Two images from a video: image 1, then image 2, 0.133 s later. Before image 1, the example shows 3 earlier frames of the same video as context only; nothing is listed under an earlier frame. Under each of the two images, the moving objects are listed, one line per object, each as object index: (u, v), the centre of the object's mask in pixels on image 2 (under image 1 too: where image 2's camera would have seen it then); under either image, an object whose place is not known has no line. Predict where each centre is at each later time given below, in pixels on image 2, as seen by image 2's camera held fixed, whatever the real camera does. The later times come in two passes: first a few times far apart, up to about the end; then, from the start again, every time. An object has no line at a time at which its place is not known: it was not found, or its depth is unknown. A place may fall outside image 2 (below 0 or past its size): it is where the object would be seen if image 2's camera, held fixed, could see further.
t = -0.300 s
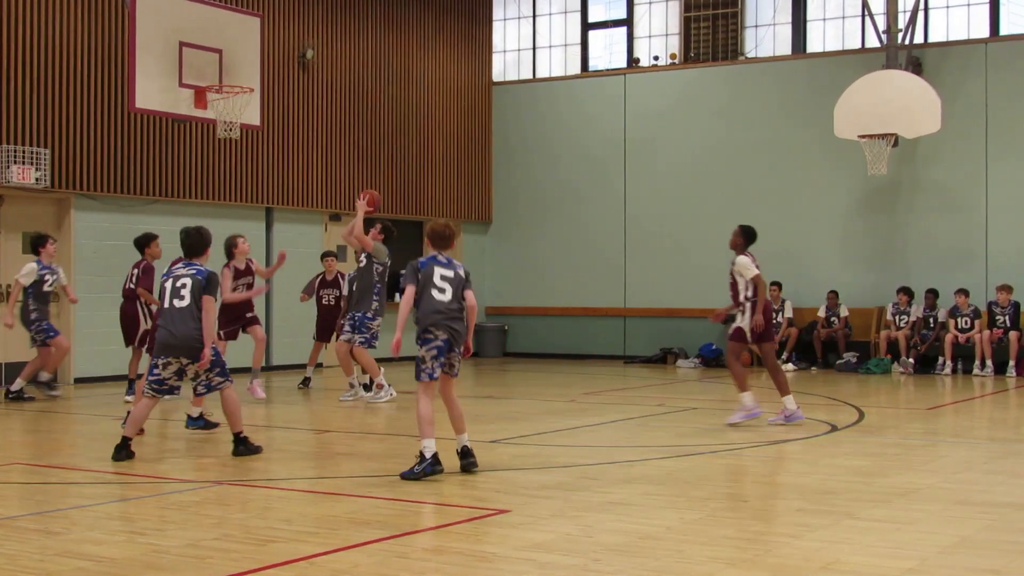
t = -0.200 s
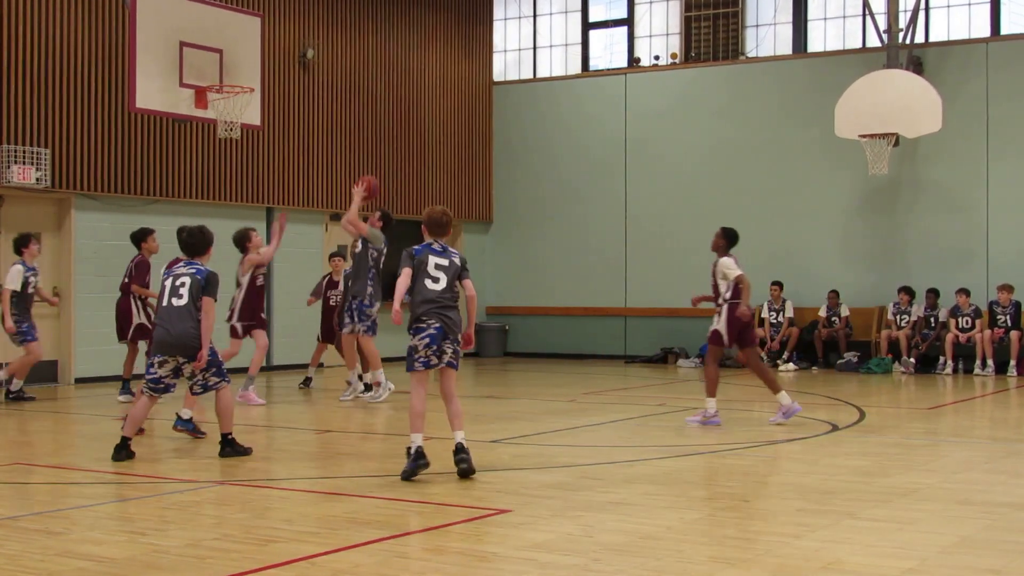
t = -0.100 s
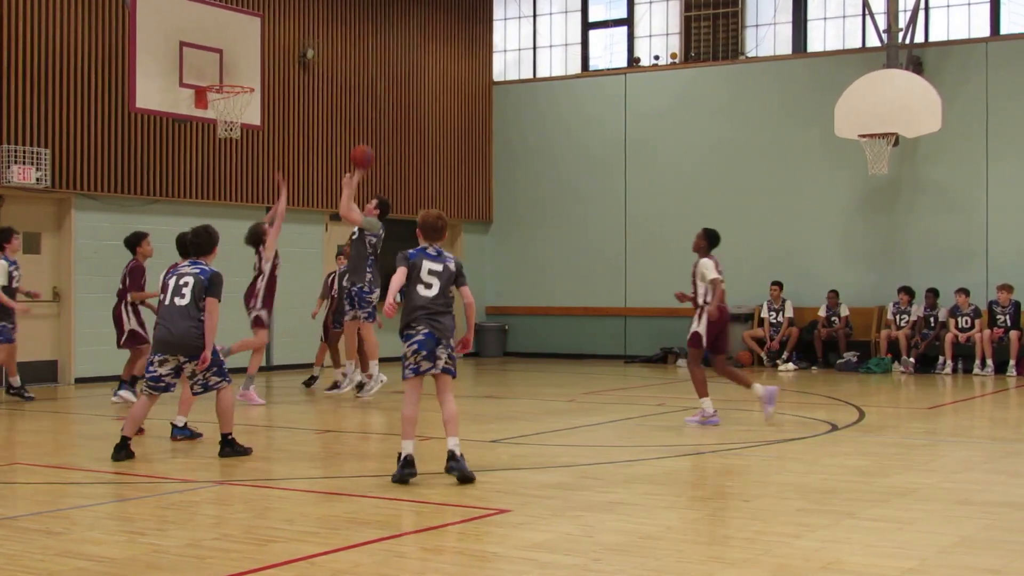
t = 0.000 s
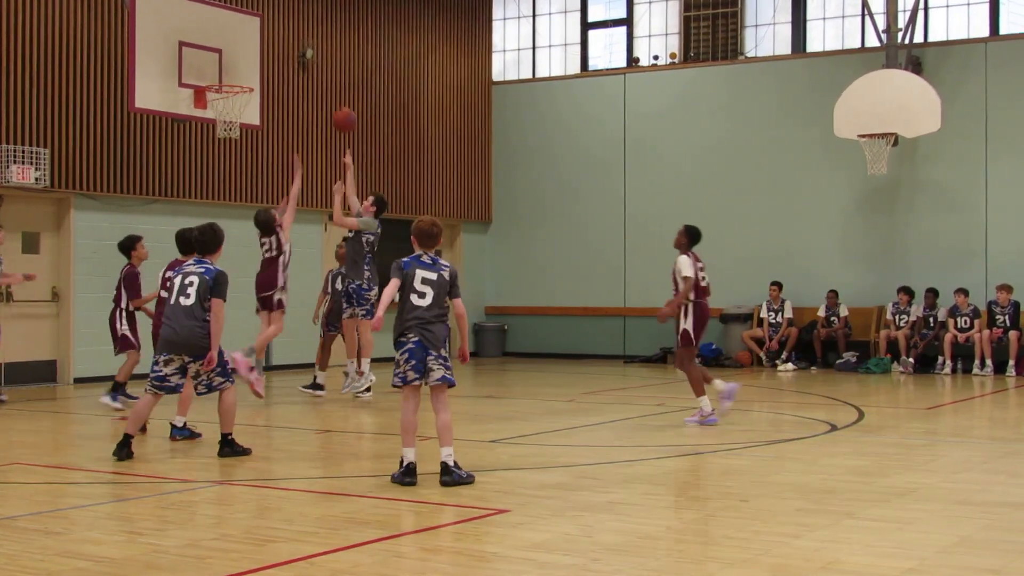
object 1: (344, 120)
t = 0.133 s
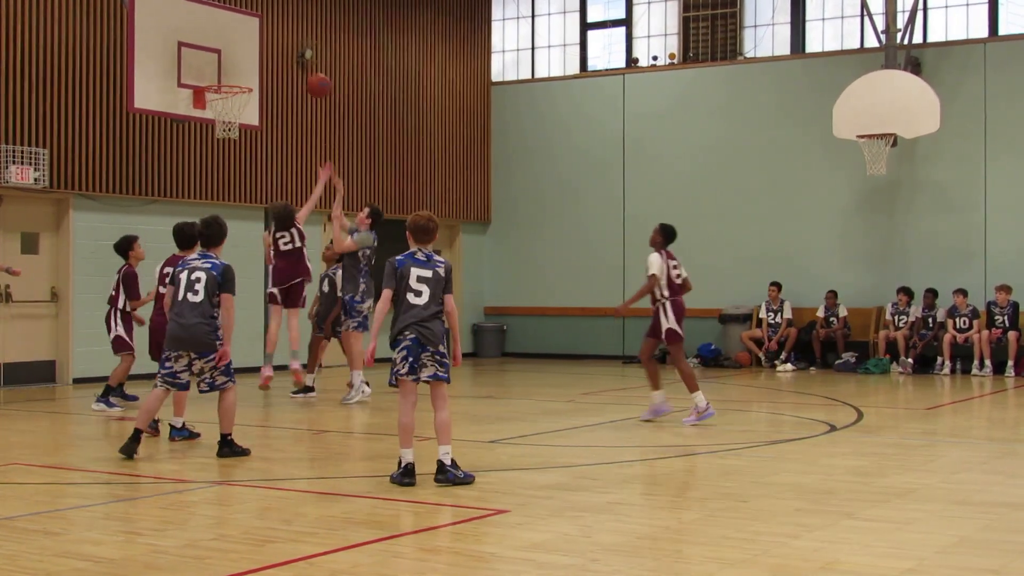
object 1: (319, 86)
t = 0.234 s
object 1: (300, 71)
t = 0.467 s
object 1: (256, 74)
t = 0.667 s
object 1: (237, 77)
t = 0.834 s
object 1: (223, 105)
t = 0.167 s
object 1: (313, 79)
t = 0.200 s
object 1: (306, 74)
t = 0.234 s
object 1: (300, 71)
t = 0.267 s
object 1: (294, 68)
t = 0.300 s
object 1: (287, 66)
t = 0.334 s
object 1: (281, 66)
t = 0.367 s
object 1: (275, 66)
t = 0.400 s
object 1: (269, 68)
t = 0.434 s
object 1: (262, 71)
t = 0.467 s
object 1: (256, 74)
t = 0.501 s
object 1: (251, 77)
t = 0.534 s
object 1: (248, 75)
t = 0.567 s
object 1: (245, 74)
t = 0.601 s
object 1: (242, 74)
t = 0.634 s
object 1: (240, 75)
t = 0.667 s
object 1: (237, 77)
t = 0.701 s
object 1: (234, 78)
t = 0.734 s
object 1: (231, 85)
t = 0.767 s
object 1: (229, 91)
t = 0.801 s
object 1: (225, 98)
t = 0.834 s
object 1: (223, 105)
